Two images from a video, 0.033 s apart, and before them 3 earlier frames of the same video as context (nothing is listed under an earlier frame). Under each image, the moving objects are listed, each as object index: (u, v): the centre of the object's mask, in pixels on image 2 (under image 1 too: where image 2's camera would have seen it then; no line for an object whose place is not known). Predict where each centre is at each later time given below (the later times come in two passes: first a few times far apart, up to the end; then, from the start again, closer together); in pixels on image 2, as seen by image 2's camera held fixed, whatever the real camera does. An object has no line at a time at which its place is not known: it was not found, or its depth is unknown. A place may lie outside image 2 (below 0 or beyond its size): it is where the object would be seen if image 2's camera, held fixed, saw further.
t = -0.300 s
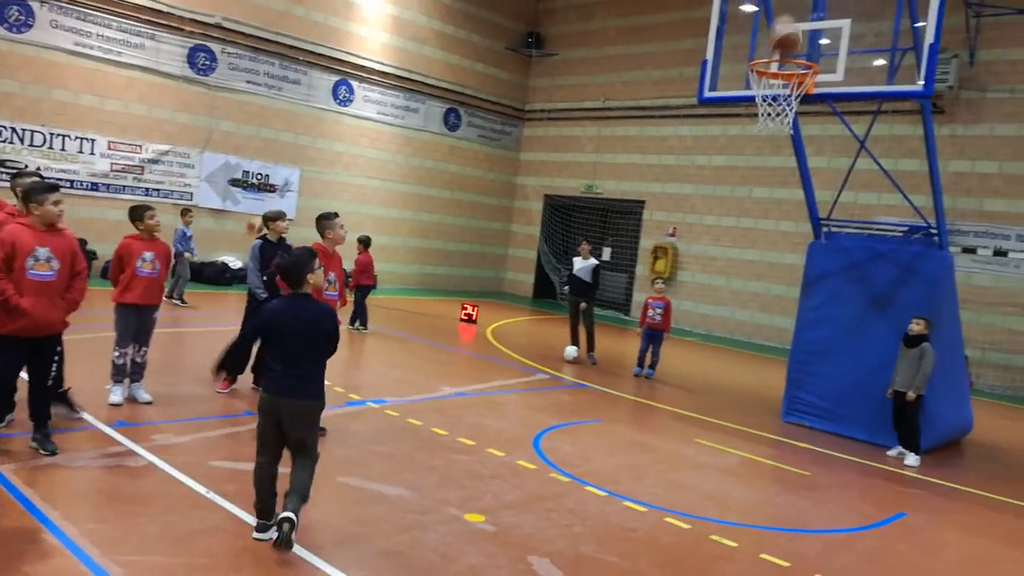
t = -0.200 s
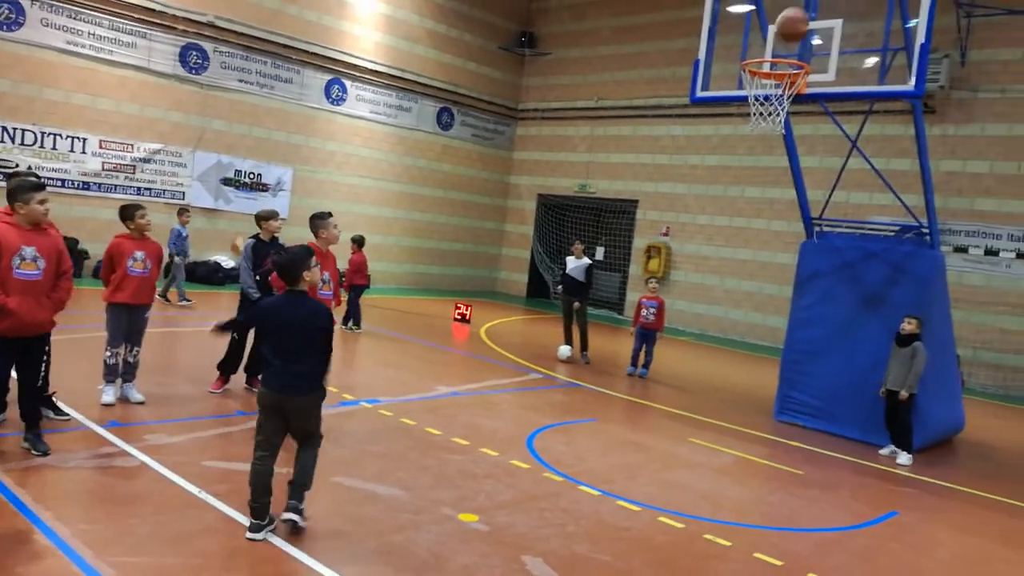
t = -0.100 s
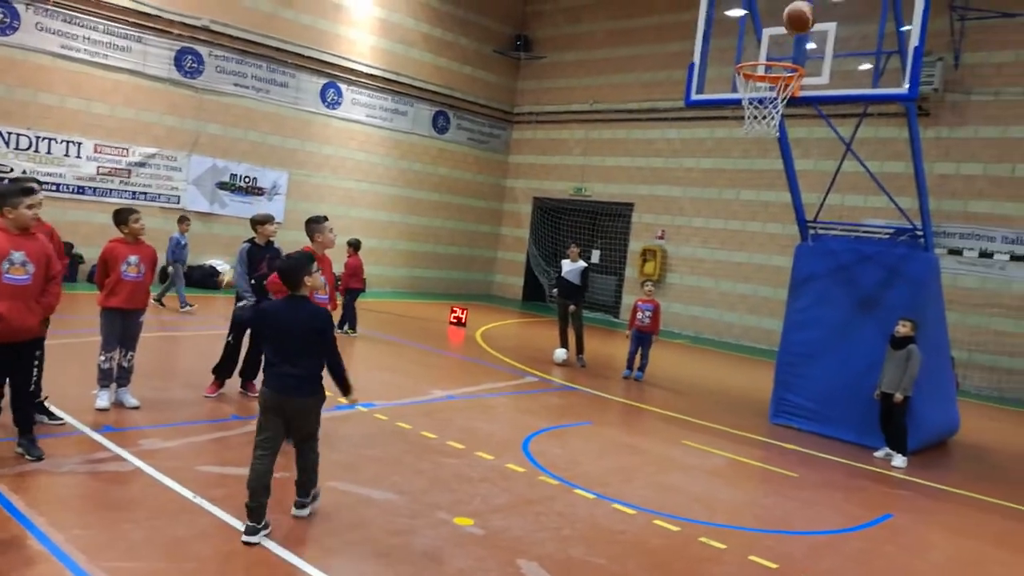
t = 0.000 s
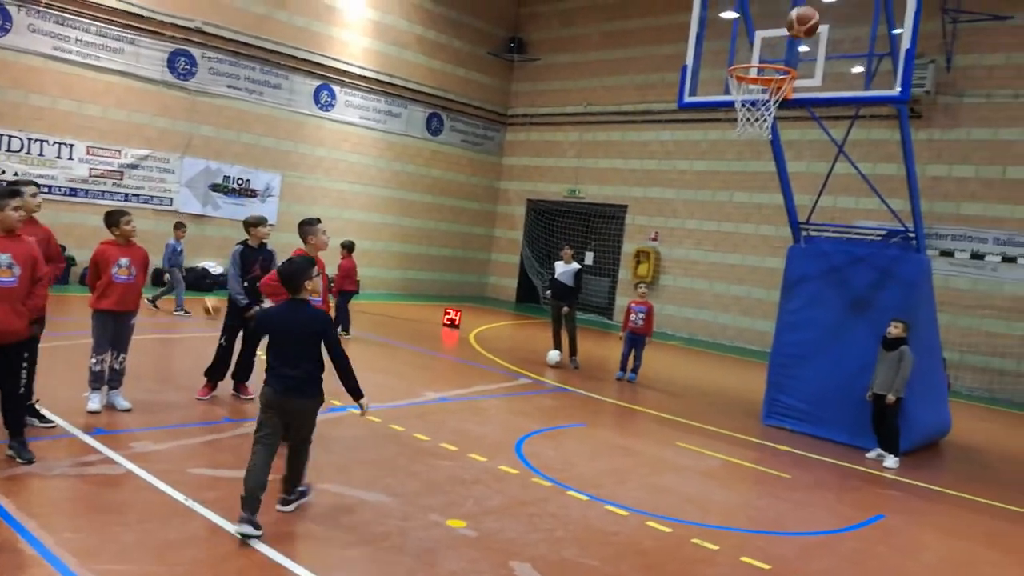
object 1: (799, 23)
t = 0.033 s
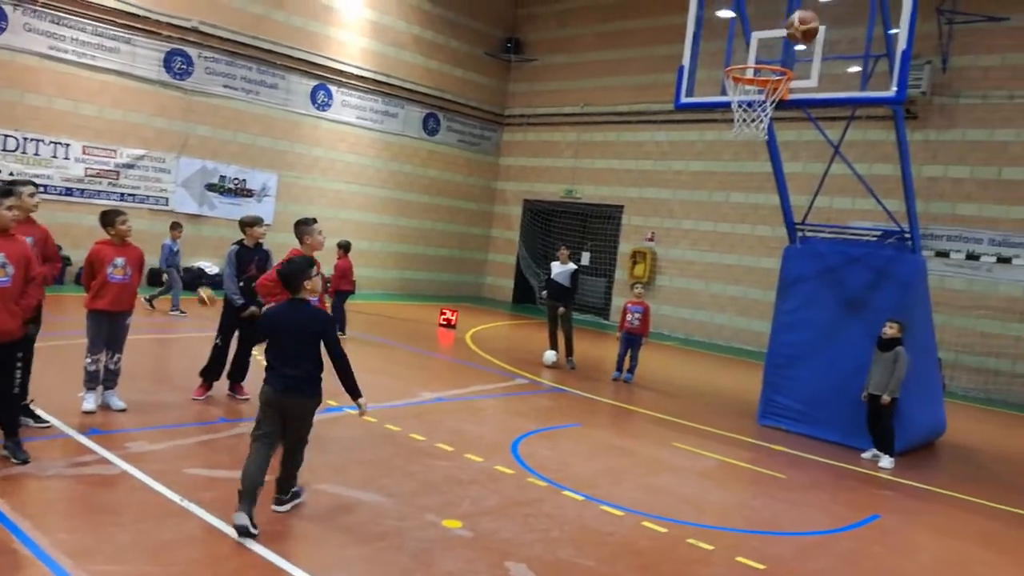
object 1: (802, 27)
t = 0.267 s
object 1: (800, 57)
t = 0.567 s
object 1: (845, 68)
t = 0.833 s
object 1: (880, 185)
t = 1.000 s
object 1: (894, 322)
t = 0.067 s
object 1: (805, 32)
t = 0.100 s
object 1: (806, 36)
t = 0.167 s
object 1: (804, 40)
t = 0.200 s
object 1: (803, 45)
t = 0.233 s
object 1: (801, 50)
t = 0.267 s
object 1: (800, 57)
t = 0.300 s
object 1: (802, 55)
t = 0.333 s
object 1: (809, 52)
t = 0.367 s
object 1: (815, 50)
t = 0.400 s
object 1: (821, 49)
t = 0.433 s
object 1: (827, 50)
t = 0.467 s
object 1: (832, 52)
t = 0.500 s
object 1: (836, 56)
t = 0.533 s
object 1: (841, 61)
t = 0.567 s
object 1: (845, 68)
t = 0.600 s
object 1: (851, 75)
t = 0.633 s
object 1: (856, 88)
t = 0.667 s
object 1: (861, 99)
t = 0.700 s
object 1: (866, 115)
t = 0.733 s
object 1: (868, 129)
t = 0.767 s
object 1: (872, 145)
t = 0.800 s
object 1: (876, 165)
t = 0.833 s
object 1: (880, 185)
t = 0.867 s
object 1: (882, 208)
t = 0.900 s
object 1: (886, 234)
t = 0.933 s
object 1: (890, 261)
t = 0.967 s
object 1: (892, 291)
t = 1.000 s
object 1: (894, 322)
